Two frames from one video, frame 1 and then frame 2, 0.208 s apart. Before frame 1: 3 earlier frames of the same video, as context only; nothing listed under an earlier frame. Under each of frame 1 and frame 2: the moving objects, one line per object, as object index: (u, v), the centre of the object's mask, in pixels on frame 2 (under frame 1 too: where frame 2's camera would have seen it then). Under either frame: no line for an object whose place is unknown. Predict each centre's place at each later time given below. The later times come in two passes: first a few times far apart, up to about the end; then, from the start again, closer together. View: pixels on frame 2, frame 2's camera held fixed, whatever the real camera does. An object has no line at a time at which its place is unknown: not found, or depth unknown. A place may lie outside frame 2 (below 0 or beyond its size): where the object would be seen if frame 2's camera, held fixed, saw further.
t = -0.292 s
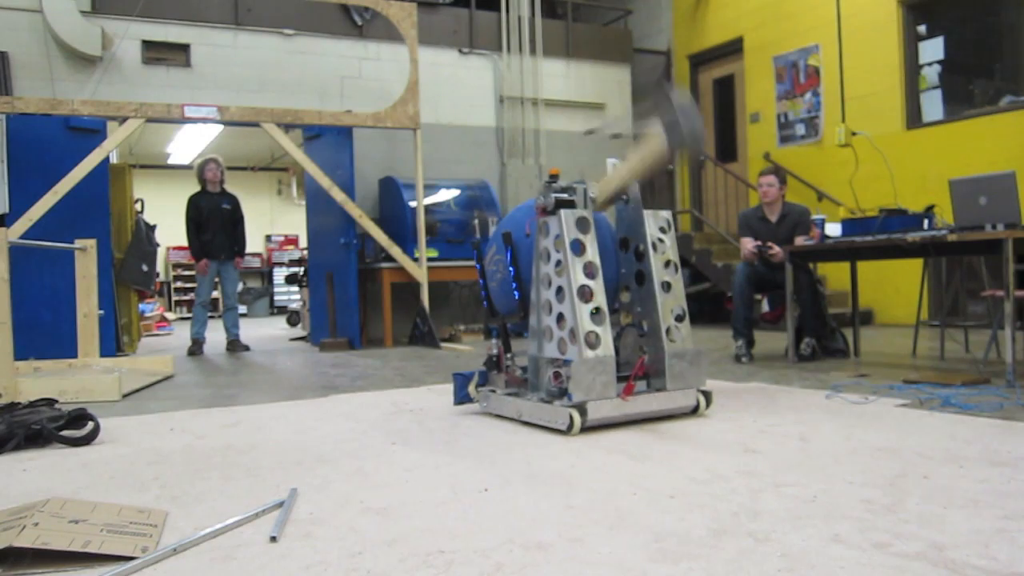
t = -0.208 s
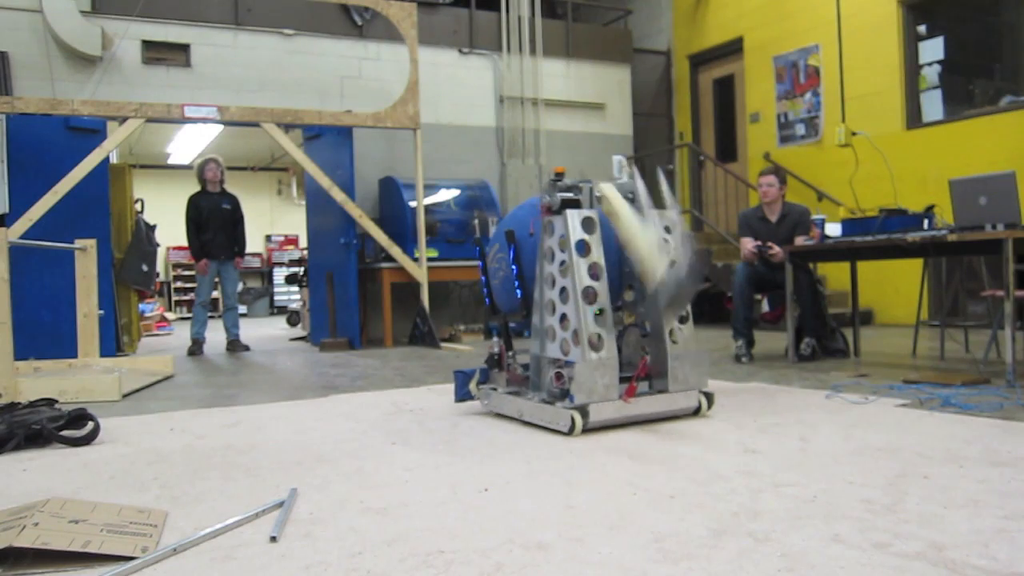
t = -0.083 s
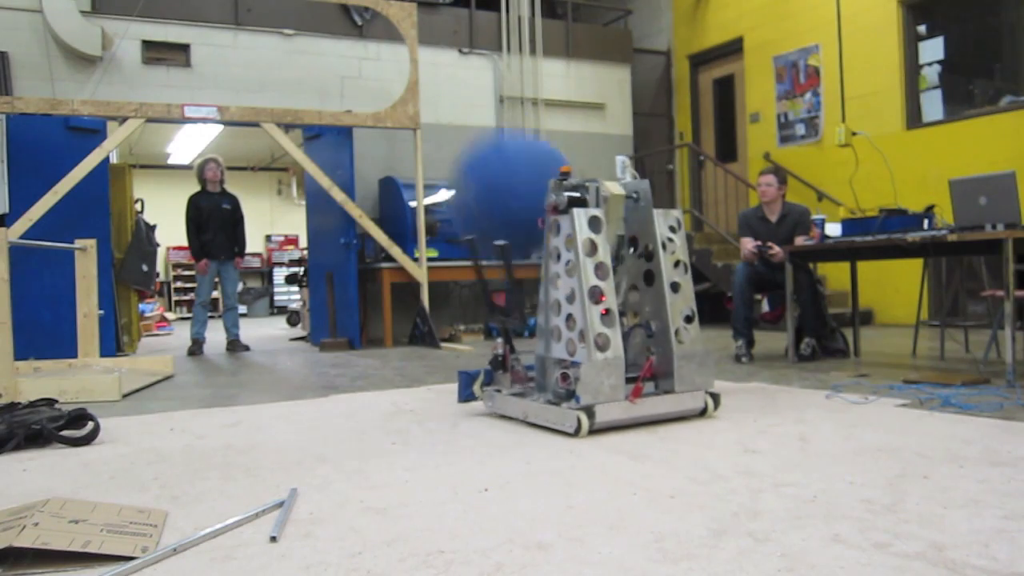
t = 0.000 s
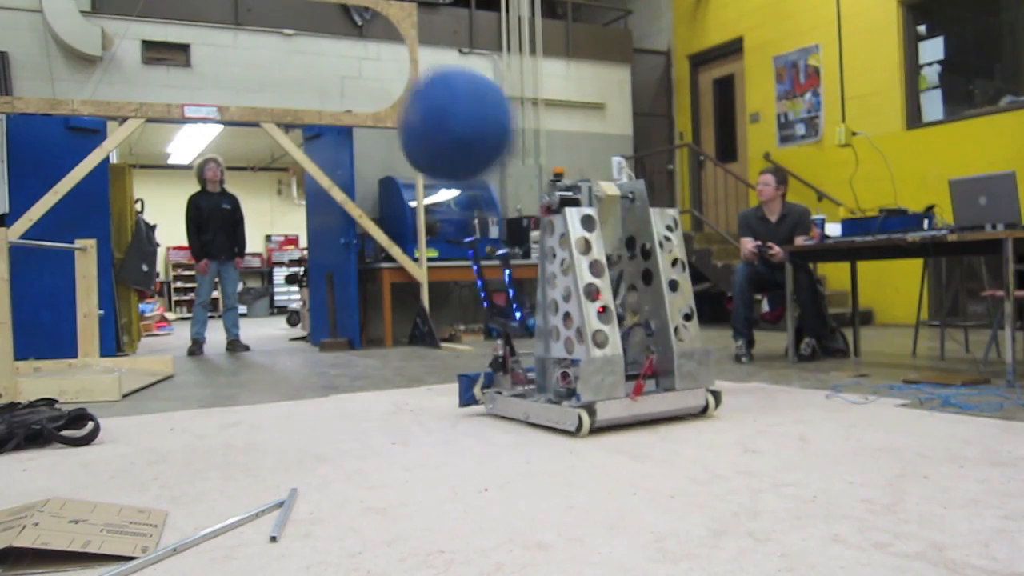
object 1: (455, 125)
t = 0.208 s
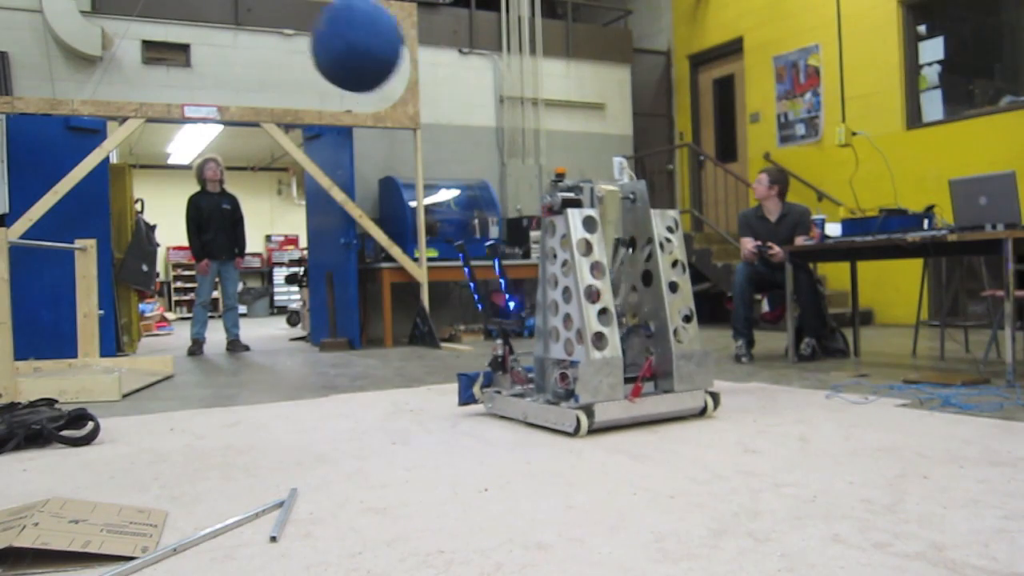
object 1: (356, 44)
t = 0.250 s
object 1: (341, 41)
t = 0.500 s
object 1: (269, 55)
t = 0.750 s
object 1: (262, 73)
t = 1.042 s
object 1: (281, 29)
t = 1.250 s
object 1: (299, 37)
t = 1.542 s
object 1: (333, 161)
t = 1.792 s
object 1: (368, 309)
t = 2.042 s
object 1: (420, 128)
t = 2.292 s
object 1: (487, 50)
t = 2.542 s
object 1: (576, 69)
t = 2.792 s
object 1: (706, 282)
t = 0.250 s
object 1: (341, 41)
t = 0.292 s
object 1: (327, 39)
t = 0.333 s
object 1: (314, 39)
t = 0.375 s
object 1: (302, 40)
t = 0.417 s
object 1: (290, 43)
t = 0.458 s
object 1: (279, 48)
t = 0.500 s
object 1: (269, 55)
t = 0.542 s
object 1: (260, 63)
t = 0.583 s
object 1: (251, 72)
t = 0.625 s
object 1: (251, 72)
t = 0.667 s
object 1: (255, 71)
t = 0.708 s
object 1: (259, 71)
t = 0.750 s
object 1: (262, 73)
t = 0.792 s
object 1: (265, 70)
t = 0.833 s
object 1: (267, 58)
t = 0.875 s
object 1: (270, 47)
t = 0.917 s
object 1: (272, 39)
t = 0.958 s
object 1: (275, 34)
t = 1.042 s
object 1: (281, 29)
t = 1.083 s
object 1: (285, 28)
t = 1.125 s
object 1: (288, 29)
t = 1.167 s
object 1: (292, 30)
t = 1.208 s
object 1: (295, 33)
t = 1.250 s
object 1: (299, 37)
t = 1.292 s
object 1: (303, 43)
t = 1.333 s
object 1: (307, 53)
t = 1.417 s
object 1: (317, 87)
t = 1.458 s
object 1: (322, 108)
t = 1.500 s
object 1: (327, 132)
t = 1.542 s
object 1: (333, 161)
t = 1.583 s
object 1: (338, 192)
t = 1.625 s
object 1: (345, 227)
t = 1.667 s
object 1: (351, 267)
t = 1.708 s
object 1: (357, 310)
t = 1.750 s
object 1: (363, 344)
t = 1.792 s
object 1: (368, 309)
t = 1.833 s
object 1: (376, 274)
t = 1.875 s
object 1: (383, 243)
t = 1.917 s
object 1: (393, 211)
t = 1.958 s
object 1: (402, 182)
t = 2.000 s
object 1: (409, 155)
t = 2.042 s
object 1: (420, 128)
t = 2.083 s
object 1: (430, 104)
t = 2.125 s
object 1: (440, 83)
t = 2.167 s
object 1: (451, 68)
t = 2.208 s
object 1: (462, 59)
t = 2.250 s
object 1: (475, 53)
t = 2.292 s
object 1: (487, 50)
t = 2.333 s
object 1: (500, 48)
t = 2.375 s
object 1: (513, 48)
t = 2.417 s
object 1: (527, 49)
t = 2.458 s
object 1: (543, 53)
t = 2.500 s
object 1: (559, 60)
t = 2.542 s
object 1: (576, 69)
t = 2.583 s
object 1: (594, 83)
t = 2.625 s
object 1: (613, 103)
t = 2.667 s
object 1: (633, 136)
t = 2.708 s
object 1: (656, 178)
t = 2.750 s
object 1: (680, 225)
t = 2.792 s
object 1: (706, 282)
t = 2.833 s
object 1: (730, 345)
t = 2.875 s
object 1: (756, 386)
